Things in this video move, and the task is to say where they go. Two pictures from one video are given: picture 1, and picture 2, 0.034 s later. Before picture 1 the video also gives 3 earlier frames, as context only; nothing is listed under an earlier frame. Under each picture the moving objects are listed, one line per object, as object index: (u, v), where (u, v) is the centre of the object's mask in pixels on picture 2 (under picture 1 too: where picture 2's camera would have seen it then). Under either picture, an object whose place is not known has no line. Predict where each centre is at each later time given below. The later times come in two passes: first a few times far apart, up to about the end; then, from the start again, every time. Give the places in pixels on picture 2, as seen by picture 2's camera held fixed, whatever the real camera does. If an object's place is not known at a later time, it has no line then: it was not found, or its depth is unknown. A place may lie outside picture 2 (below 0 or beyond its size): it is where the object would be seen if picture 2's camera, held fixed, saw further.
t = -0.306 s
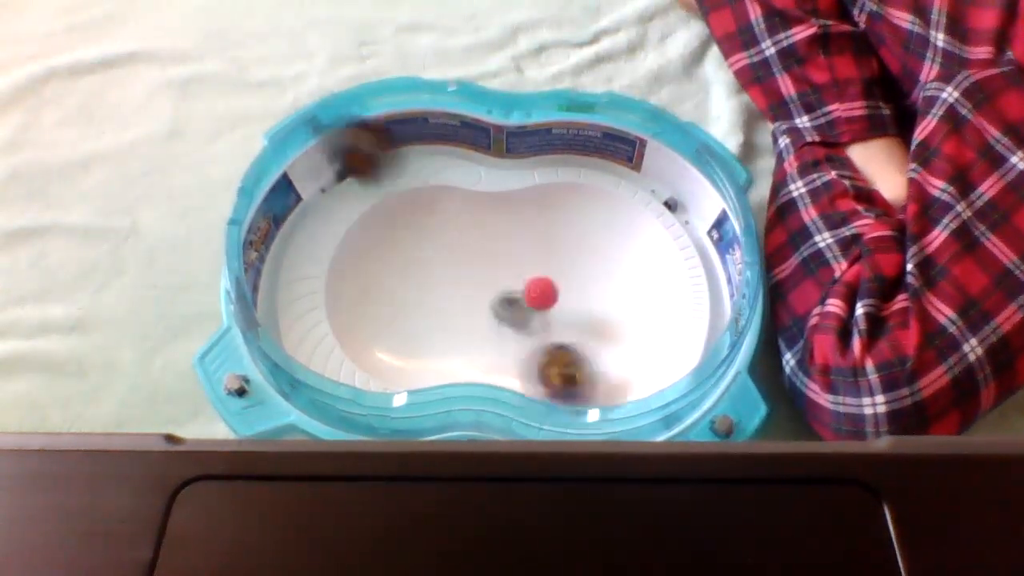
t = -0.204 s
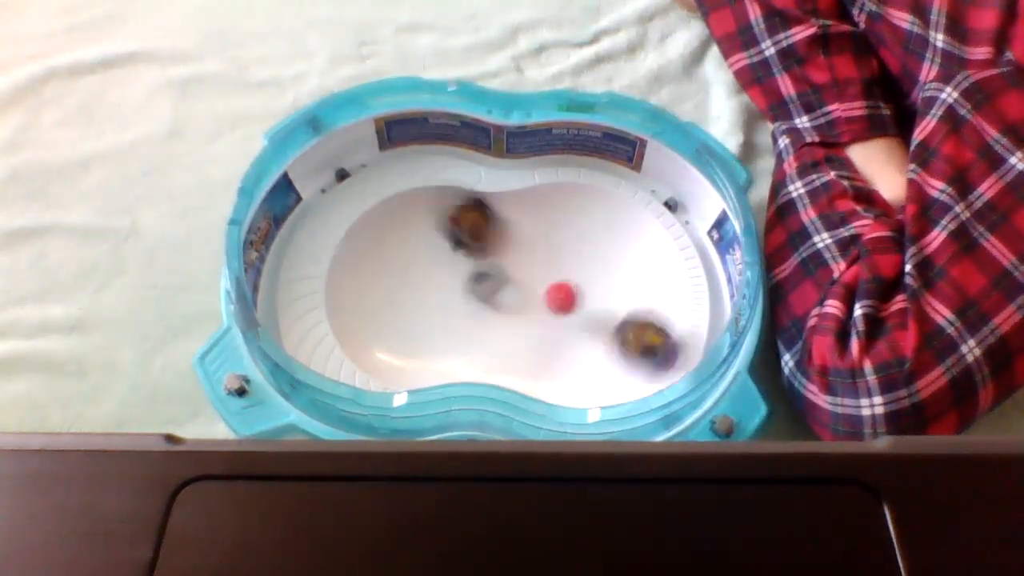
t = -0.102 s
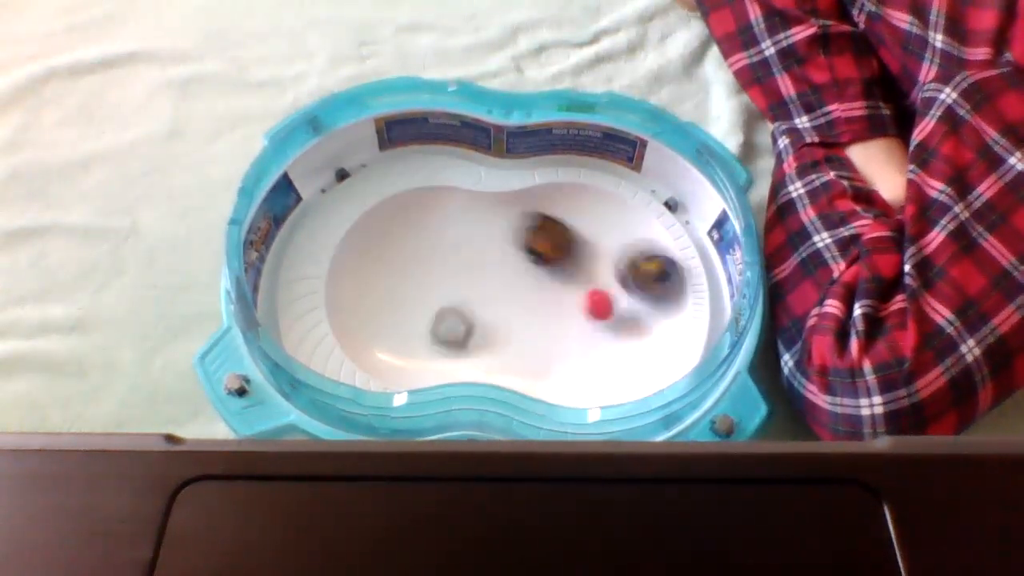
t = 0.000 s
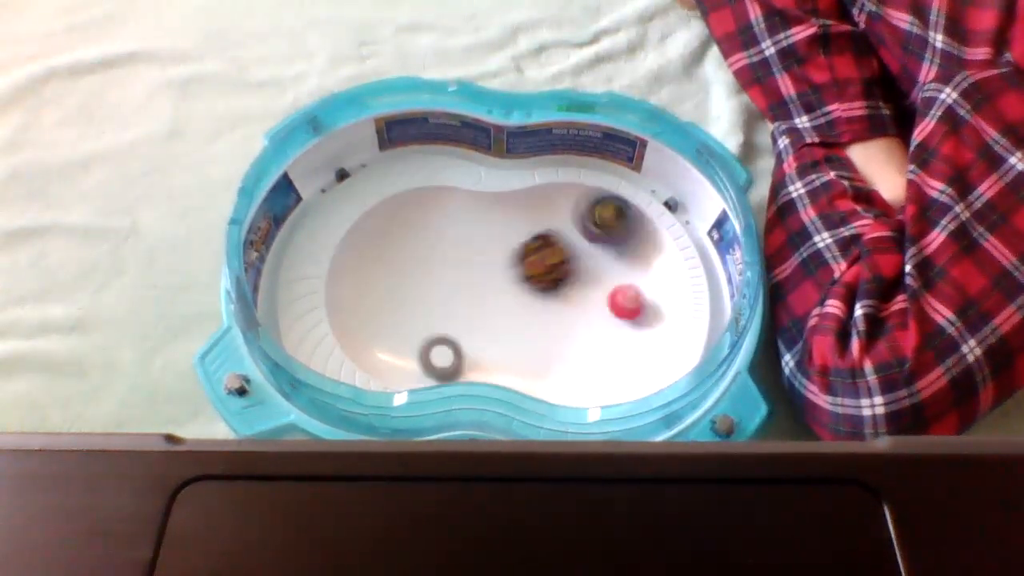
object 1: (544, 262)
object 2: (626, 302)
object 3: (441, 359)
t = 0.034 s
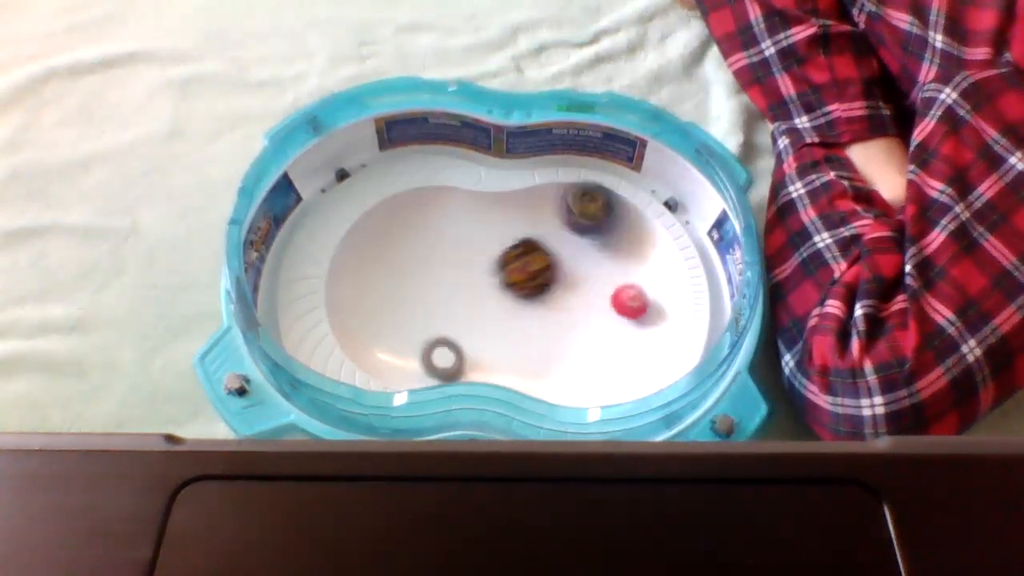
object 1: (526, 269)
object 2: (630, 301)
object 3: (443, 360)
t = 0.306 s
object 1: (538, 329)
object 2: (569, 280)
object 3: (395, 277)
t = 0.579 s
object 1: (576, 343)
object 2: (501, 298)
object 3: (419, 273)
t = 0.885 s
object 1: (576, 343)
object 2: (530, 266)
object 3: (472, 273)
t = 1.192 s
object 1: (576, 343)
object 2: (606, 271)
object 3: (518, 276)
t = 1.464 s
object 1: (576, 343)
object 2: (601, 307)
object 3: (532, 282)
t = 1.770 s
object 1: (574, 344)
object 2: (577, 292)
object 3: (544, 278)
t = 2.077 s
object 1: (585, 356)
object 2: (625, 283)
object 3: (539, 273)
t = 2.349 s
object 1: (590, 364)
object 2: (607, 296)
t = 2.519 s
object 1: (590, 363)
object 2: (635, 294)
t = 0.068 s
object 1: (514, 274)
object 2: (629, 298)
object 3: (447, 356)
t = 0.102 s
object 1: (505, 280)
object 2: (626, 295)
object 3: (454, 348)
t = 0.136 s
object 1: (499, 284)
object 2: (619, 291)
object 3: (459, 338)
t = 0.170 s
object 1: (497, 286)
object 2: (610, 286)
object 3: (462, 316)
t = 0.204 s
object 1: (502, 296)
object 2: (601, 284)
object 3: (452, 305)
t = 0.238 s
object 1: (514, 307)
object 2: (593, 281)
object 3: (436, 297)
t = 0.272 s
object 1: (525, 319)
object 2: (581, 280)
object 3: (418, 288)
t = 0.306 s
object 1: (538, 329)
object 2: (569, 280)
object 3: (395, 277)
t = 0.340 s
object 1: (551, 335)
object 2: (559, 282)
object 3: (375, 268)
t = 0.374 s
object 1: (563, 341)
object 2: (550, 284)
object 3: (368, 265)
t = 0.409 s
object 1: (571, 343)
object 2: (541, 287)
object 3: (365, 266)
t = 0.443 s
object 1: (576, 344)
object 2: (531, 289)
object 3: (370, 269)
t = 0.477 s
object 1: (576, 343)
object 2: (524, 292)
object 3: (381, 273)
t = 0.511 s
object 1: (576, 343)
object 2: (517, 294)
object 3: (393, 273)
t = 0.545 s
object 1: (576, 343)
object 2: (509, 296)
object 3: (406, 272)
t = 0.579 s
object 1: (576, 343)
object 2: (501, 298)
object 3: (419, 273)
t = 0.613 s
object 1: (576, 343)
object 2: (496, 300)
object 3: (431, 275)
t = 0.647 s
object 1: (576, 343)
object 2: (491, 300)
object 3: (437, 276)
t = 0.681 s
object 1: (576, 343)
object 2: (486, 300)
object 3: (442, 276)
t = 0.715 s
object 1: (576, 343)
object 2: (491, 295)
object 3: (449, 277)
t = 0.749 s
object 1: (576, 343)
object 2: (500, 289)
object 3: (451, 278)
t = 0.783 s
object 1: (576, 343)
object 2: (507, 282)
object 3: (454, 278)
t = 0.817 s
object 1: (576, 343)
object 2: (515, 276)
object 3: (457, 277)
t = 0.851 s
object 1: (576, 343)
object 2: (523, 270)
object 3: (461, 277)
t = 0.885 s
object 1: (576, 343)
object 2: (530, 266)
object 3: (472, 273)
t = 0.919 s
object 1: (576, 343)
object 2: (537, 263)
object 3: (481, 270)
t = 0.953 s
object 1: (576, 343)
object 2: (544, 261)
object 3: (489, 269)
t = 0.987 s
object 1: (576, 343)
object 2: (553, 263)
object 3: (497, 269)
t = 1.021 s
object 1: (576, 343)
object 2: (562, 264)
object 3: (503, 271)
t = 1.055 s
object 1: (576, 343)
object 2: (571, 265)
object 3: (508, 272)
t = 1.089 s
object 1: (576, 343)
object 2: (581, 267)
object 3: (512, 274)
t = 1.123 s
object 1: (576, 343)
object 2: (590, 268)
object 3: (515, 275)
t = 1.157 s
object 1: (576, 343)
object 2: (599, 269)
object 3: (516, 276)
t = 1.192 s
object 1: (576, 343)
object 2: (606, 271)
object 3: (518, 276)
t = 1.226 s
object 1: (576, 343)
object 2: (612, 273)
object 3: (519, 275)
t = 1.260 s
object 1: (576, 343)
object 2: (616, 275)
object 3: (520, 276)
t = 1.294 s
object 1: (576, 343)
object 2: (619, 278)
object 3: (523, 277)
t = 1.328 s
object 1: (577, 343)
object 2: (619, 286)
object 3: (527, 280)
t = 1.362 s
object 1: (576, 343)
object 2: (616, 290)
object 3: (527, 280)
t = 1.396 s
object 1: (576, 343)
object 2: (612, 296)
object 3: (528, 280)
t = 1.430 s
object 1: (576, 343)
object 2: (607, 302)
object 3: (530, 281)
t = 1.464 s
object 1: (576, 343)
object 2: (601, 307)
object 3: (532, 282)
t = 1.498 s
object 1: (576, 344)
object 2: (595, 306)
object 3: (535, 282)
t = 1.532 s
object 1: (575, 344)
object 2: (589, 304)
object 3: (536, 283)
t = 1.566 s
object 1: (574, 344)
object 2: (586, 299)
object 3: (538, 283)
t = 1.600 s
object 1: (574, 344)
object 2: (581, 296)
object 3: (539, 284)
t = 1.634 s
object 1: (574, 344)
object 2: (575, 292)
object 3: (542, 283)
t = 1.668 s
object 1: (574, 344)
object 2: (574, 291)
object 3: (543, 282)
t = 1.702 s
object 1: (574, 344)
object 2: (576, 291)
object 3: (543, 282)
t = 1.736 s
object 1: (574, 344)
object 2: (577, 292)
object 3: (544, 279)
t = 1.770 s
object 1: (574, 344)
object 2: (577, 292)
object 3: (544, 278)
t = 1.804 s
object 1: (574, 344)
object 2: (578, 293)
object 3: (543, 276)
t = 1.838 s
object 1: (574, 344)
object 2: (577, 294)
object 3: (542, 275)
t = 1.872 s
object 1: (577, 346)
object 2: (577, 295)
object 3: (542, 275)
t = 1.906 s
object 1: (579, 348)
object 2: (578, 296)
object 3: (541, 275)
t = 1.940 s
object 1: (582, 352)
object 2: (588, 293)
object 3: (540, 275)
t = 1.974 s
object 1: (585, 356)
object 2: (603, 289)
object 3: (540, 274)
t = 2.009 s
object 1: (585, 357)
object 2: (613, 284)
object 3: (540, 274)
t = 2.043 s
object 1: (585, 356)
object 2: (620, 283)
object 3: (540, 274)
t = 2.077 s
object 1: (585, 356)
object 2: (625, 283)
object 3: (539, 273)
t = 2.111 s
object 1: (585, 356)
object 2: (628, 282)
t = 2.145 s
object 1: (585, 356)
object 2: (630, 282)
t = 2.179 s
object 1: (585, 357)
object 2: (629, 283)
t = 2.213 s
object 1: (587, 358)
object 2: (626, 285)
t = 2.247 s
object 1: (589, 363)
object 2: (621, 287)
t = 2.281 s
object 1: (590, 364)
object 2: (614, 290)
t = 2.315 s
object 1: (590, 364)
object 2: (605, 294)
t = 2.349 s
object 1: (590, 364)
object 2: (607, 296)
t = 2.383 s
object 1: (590, 364)
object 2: (623, 296)
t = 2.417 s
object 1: (590, 364)
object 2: (631, 295)
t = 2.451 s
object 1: (590, 364)
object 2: (636, 294)
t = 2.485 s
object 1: (590, 363)
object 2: (637, 294)
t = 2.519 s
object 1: (590, 363)
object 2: (635, 294)
